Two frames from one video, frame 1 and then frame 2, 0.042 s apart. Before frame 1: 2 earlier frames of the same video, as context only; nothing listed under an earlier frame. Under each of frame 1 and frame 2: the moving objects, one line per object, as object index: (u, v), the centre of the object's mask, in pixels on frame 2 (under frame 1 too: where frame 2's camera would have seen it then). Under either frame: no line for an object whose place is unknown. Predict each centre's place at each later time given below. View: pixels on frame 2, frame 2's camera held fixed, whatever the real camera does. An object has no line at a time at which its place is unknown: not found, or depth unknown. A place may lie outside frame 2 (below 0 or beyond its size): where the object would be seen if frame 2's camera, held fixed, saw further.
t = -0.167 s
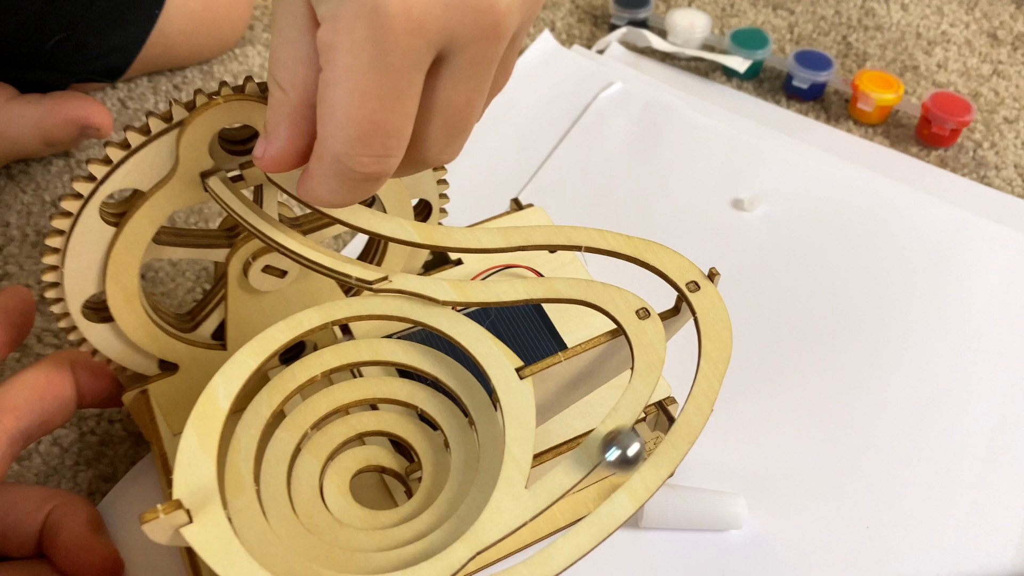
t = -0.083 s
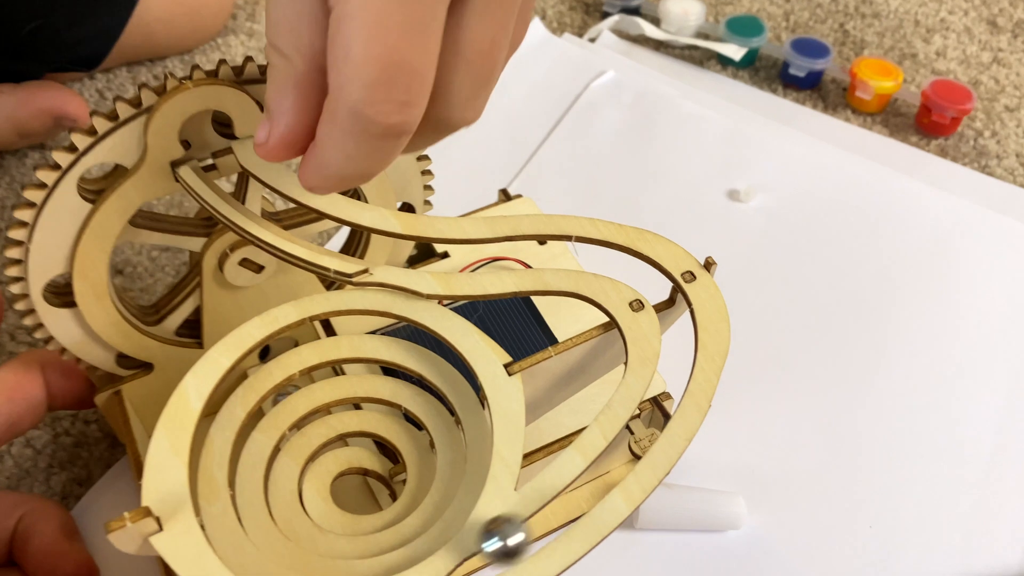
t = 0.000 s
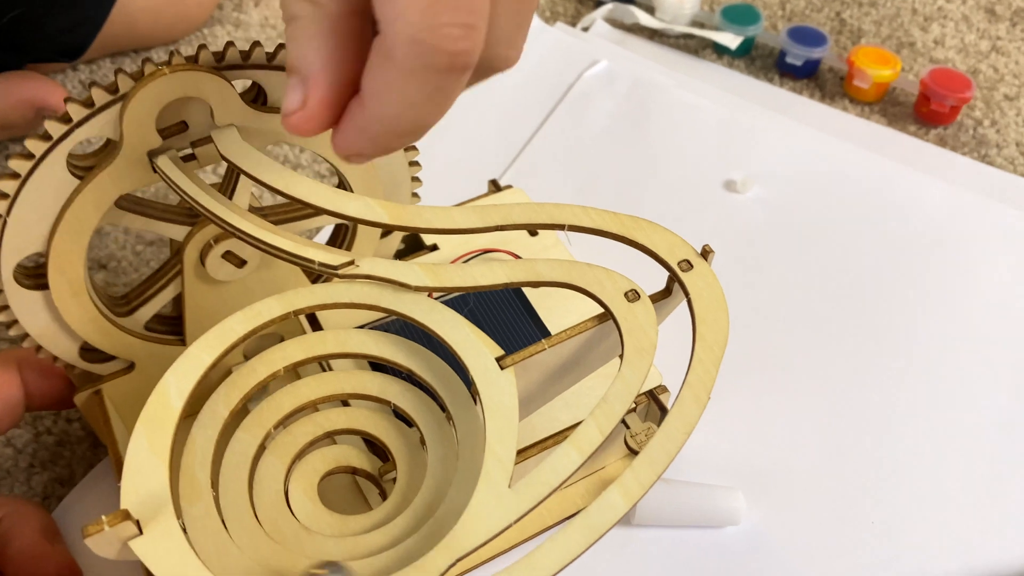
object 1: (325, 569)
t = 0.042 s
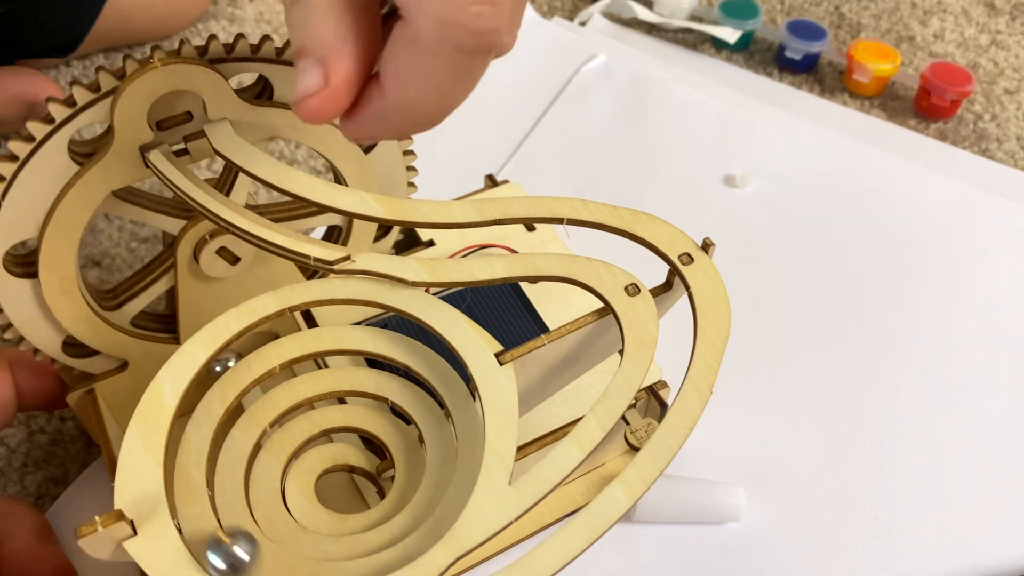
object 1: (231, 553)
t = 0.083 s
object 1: (199, 506)
